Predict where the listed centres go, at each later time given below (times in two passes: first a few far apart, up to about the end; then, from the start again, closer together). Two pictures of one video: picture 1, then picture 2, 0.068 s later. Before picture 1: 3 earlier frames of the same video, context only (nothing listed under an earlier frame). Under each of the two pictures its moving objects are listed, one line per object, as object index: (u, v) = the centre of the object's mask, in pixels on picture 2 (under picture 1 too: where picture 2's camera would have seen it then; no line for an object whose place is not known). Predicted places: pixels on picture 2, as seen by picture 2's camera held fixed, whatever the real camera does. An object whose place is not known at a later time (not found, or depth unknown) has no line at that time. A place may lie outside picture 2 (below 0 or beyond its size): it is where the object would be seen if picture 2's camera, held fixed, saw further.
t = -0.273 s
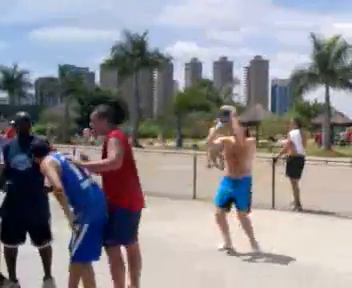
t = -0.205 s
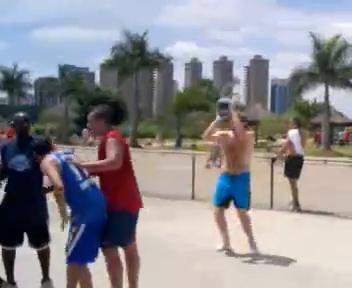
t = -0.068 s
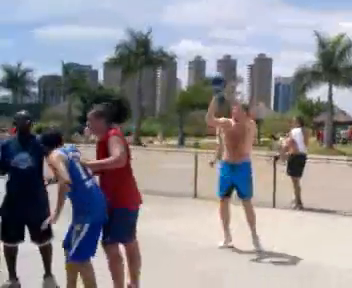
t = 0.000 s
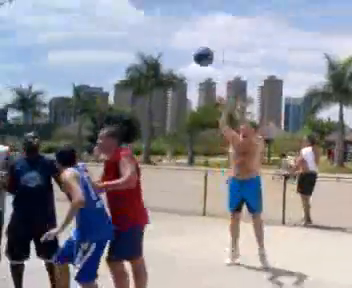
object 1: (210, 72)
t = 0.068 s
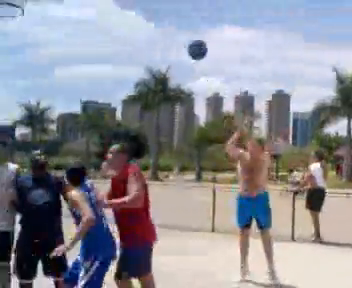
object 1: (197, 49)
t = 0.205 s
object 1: (166, 19)
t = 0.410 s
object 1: (112, -4)
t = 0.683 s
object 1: (28, 2)
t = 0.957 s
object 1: (38, -18)
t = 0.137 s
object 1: (185, 28)
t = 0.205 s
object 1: (166, 19)
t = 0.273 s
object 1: (149, 6)
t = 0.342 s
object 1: (129, -1)
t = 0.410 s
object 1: (112, -4)
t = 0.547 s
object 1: (68, -4)
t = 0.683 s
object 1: (28, 2)
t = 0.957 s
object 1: (38, -18)
